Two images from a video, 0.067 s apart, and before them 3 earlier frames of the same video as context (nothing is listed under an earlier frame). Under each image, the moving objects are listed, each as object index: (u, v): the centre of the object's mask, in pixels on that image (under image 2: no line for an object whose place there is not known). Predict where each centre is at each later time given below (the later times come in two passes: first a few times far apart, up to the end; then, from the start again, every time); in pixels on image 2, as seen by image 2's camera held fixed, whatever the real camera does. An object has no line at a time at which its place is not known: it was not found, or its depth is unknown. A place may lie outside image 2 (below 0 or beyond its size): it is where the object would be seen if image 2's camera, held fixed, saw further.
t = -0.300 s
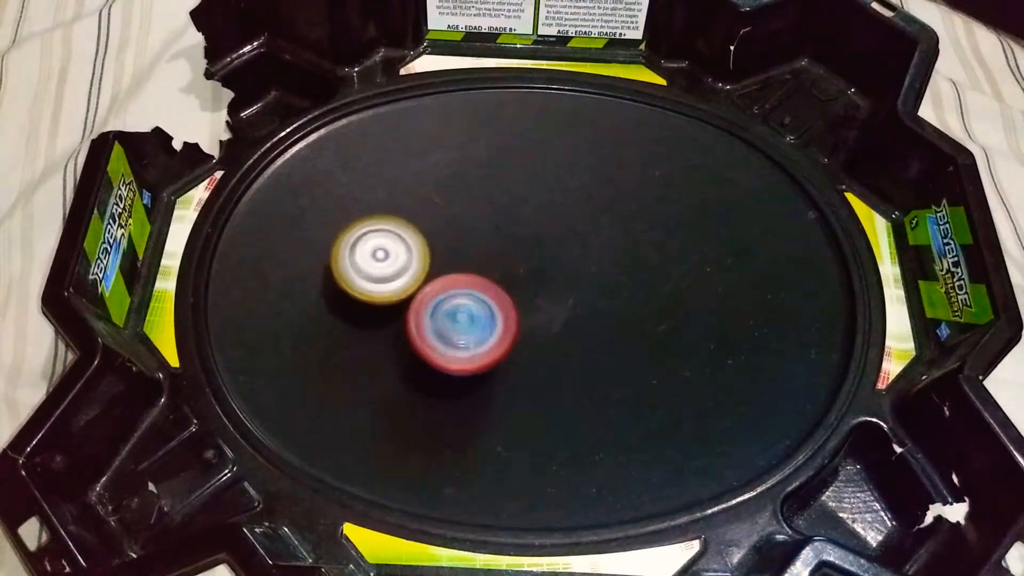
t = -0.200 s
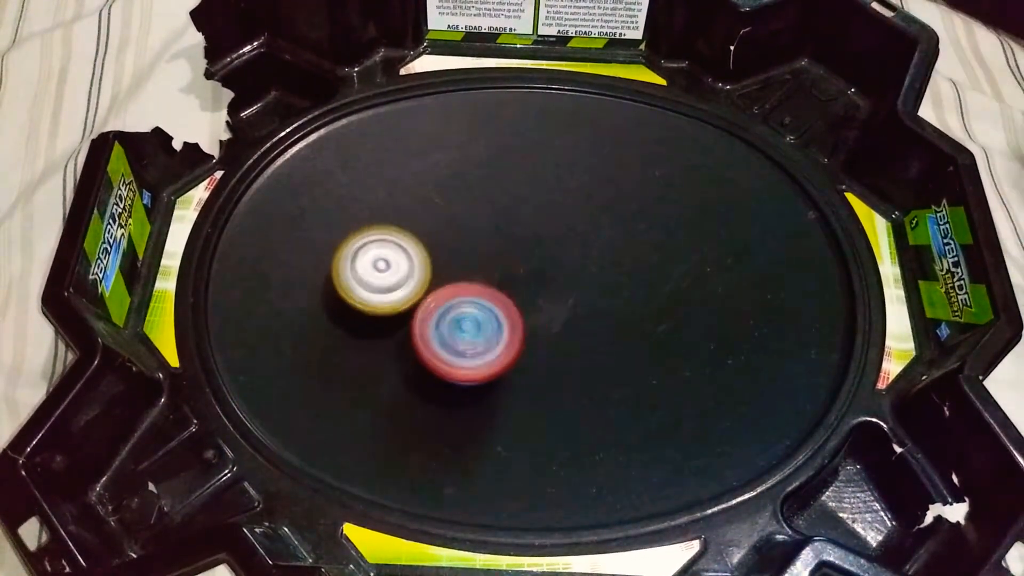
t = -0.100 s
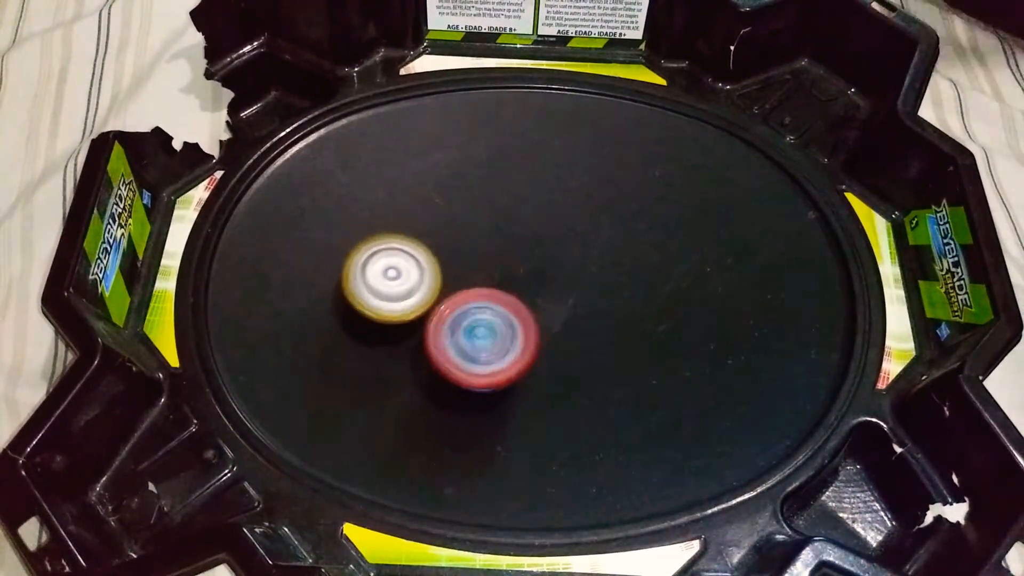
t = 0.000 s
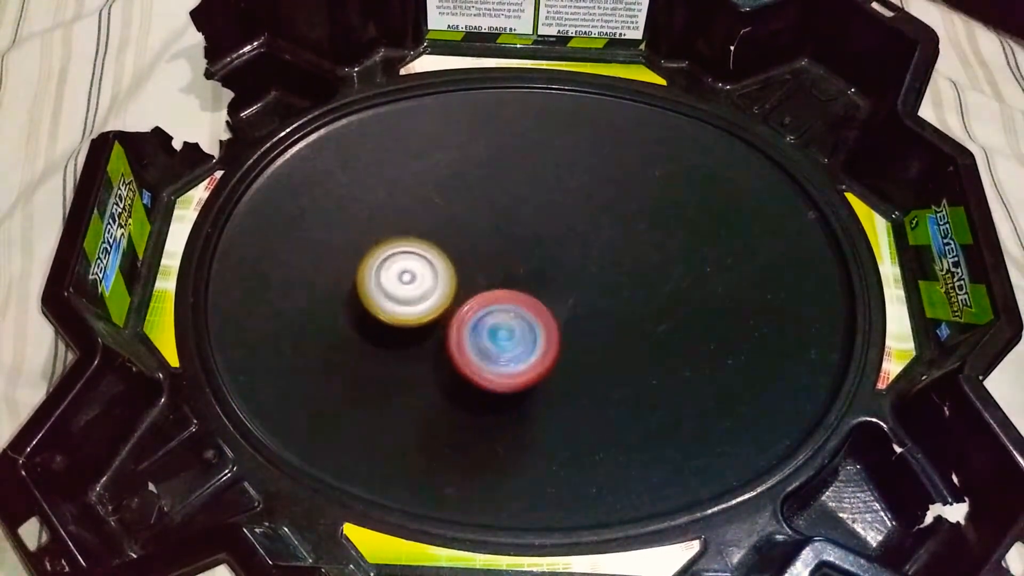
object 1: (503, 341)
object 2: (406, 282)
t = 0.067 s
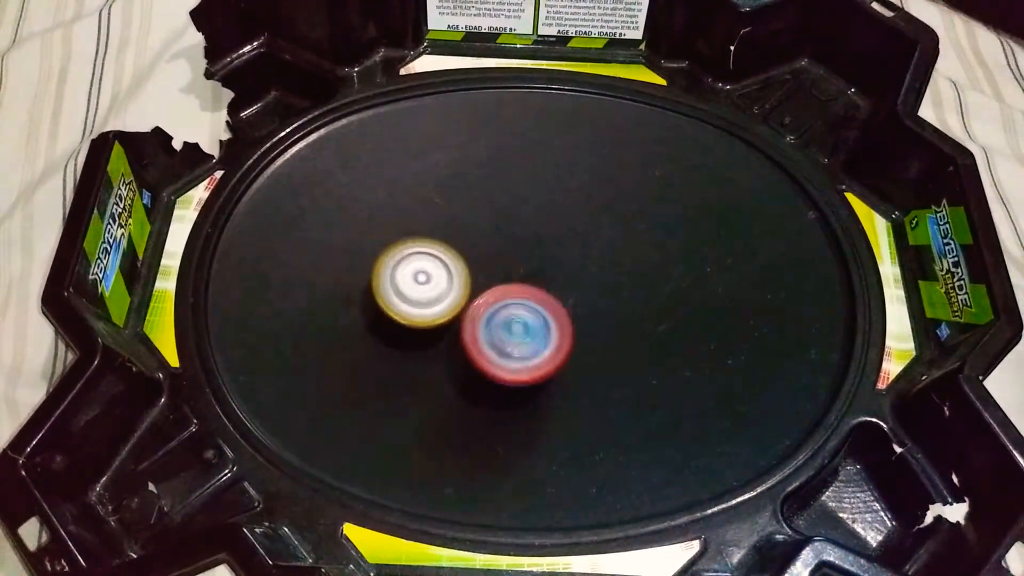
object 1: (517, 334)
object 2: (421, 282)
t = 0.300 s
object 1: (555, 317)
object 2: (458, 259)
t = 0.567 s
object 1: (560, 306)
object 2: (475, 233)
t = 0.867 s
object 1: (586, 326)
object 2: (492, 229)
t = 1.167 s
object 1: (551, 344)
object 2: (512, 246)
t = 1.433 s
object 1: (526, 357)
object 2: (525, 258)
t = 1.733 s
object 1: (456, 344)
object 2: (532, 258)
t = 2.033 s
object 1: (399, 318)
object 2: (506, 262)
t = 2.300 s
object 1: (363, 299)
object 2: (483, 265)
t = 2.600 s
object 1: (368, 284)
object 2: (499, 307)
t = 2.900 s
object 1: (417, 265)
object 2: (561, 344)
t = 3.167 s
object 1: (488, 252)
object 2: (591, 337)
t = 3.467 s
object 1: (523, 208)
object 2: (557, 333)
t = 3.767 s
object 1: (491, 232)
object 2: (486, 326)
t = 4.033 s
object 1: (496, 256)
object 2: (403, 319)
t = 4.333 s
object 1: (500, 296)
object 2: (362, 284)
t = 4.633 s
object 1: (497, 352)
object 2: (383, 261)
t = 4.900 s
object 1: (509, 346)
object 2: (447, 266)
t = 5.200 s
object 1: (507, 348)
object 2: (536, 259)
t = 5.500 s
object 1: (472, 329)
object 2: (604, 287)
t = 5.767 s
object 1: (435, 289)
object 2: (618, 321)
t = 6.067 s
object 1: (415, 263)
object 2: (561, 336)
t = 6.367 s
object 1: (417, 246)
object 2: (485, 334)
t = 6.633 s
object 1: (413, 218)
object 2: (429, 323)
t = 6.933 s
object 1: (465, 226)
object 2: (391, 316)
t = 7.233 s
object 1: (533, 266)
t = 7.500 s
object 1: (546, 338)
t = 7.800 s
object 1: (519, 391)
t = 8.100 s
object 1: (450, 358)
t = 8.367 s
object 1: (413, 305)
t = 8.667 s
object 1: (455, 261)
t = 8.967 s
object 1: (507, 243)
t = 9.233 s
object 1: (555, 253)
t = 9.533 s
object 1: (573, 286)
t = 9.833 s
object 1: (535, 317)
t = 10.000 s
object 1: (496, 333)
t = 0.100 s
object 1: (521, 331)
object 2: (428, 282)
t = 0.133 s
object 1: (527, 328)
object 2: (434, 279)
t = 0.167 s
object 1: (533, 325)
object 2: (441, 276)
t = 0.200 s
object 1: (541, 324)
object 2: (446, 272)
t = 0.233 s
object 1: (547, 323)
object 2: (450, 268)
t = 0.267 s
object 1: (551, 320)
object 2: (454, 263)
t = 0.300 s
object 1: (555, 317)
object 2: (458, 259)
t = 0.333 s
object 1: (559, 314)
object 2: (462, 255)
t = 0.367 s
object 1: (561, 311)
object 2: (465, 252)
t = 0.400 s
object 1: (562, 308)
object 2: (467, 249)
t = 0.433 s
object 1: (562, 305)
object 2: (470, 246)
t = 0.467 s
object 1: (561, 301)
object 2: (473, 245)
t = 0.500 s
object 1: (560, 299)
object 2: (475, 244)
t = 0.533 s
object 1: (558, 300)
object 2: (476, 241)
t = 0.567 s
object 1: (560, 306)
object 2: (475, 233)
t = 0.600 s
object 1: (563, 312)
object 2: (477, 228)
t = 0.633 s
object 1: (566, 317)
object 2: (480, 225)
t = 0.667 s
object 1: (571, 320)
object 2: (482, 223)
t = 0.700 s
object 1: (575, 323)
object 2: (483, 223)
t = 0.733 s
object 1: (579, 325)
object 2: (484, 223)
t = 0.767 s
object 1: (582, 326)
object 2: (485, 223)
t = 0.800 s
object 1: (584, 327)
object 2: (487, 224)
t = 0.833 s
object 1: (585, 327)
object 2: (489, 226)
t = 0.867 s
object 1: (586, 326)
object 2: (492, 229)
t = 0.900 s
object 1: (585, 325)
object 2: (495, 233)
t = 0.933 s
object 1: (582, 324)
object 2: (497, 236)
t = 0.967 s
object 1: (577, 323)
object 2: (500, 240)
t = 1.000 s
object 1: (572, 321)
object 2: (503, 245)
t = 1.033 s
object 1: (567, 323)
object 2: (506, 247)
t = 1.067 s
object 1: (561, 328)
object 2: (509, 248)
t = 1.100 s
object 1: (557, 334)
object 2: (511, 247)
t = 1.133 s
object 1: (554, 339)
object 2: (512, 246)
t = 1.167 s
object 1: (551, 344)
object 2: (512, 246)
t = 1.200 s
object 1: (548, 348)
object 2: (512, 246)
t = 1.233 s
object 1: (545, 352)
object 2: (514, 246)
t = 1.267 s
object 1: (543, 356)
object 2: (515, 249)
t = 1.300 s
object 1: (540, 358)
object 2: (516, 251)
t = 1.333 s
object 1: (537, 359)
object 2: (518, 252)
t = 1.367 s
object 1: (534, 359)
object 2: (521, 254)
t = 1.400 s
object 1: (530, 358)
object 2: (523, 255)
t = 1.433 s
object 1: (526, 357)
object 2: (525, 258)
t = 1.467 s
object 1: (520, 355)
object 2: (526, 260)
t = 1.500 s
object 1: (513, 353)
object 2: (528, 261)
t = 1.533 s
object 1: (505, 353)
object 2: (529, 260)
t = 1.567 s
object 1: (497, 352)
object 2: (531, 260)
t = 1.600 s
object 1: (489, 352)
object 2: (532, 259)
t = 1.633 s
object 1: (481, 350)
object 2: (532, 259)
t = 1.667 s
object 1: (473, 348)
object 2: (532, 259)
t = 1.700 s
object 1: (464, 346)
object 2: (532, 258)
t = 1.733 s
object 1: (456, 344)
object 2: (532, 258)
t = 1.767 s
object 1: (448, 341)
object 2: (531, 258)
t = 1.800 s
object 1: (441, 339)
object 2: (530, 259)
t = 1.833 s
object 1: (433, 336)
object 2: (528, 259)
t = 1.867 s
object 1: (427, 334)
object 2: (526, 260)
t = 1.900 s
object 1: (420, 331)
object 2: (523, 261)
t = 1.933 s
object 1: (414, 328)
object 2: (520, 261)
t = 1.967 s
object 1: (408, 325)
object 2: (516, 261)
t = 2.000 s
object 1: (404, 321)
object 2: (512, 262)
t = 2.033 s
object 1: (399, 318)
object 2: (506, 262)
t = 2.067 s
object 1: (396, 315)
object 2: (501, 262)
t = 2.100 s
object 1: (394, 312)
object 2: (495, 262)
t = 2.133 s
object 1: (392, 308)
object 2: (488, 263)
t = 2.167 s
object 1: (388, 305)
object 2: (483, 264)
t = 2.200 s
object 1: (379, 303)
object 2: (486, 264)
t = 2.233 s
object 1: (372, 301)
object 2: (486, 263)
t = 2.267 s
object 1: (367, 300)
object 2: (485, 264)
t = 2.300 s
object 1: (363, 299)
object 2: (483, 265)
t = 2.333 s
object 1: (361, 298)
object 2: (482, 266)
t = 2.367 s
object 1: (360, 297)
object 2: (480, 270)
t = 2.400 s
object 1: (361, 297)
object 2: (479, 274)
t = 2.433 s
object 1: (363, 296)
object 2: (478, 278)
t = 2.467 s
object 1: (366, 294)
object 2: (476, 283)
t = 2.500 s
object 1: (369, 294)
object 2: (476, 288)
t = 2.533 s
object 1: (368, 290)
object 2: (484, 295)
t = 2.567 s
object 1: (367, 287)
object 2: (492, 301)
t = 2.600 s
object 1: (368, 284)
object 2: (499, 307)
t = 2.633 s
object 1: (370, 282)
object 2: (507, 311)
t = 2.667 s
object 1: (373, 280)
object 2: (514, 316)
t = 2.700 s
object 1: (377, 278)
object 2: (521, 320)
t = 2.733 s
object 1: (383, 276)
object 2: (528, 325)
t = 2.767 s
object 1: (390, 273)
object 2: (534, 330)
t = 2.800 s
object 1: (396, 271)
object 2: (541, 334)
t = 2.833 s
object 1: (402, 269)
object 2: (548, 338)
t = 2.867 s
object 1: (409, 267)
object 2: (555, 342)
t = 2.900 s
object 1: (417, 265)
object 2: (561, 344)
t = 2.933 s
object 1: (425, 263)
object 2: (568, 346)
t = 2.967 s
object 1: (434, 261)
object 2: (573, 347)
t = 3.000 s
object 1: (443, 260)
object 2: (579, 347)
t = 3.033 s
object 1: (452, 258)
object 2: (583, 346)
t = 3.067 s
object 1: (461, 256)
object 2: (587, 344)
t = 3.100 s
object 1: (470, 254)
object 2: (589, 342)
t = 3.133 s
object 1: (479, 253)
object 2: (591, 340)
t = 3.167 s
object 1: (488, 252)
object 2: (591, 337)
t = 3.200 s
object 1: (497, 250)
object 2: (591, 333)
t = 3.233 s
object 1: (505, 249)
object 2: (589, 329)
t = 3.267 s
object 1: (515, 248)
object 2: (585, 326)
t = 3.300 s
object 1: (523, 242)
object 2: (582, 326)
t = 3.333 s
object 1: (526, 233)
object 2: (579, 330)
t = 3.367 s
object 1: (526, 226)
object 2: (575, 332)
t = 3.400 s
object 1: (527, 219)
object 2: (570, 332)
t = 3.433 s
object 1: (526, 213)
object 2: (563, 333)
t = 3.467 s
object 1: (523, 208)
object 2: (557, 333)
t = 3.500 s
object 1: (520, 206)
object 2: (550, 334)
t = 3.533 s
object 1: (517, 205)
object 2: (544, 334)
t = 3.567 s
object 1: (513, 205)
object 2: (537, 334)
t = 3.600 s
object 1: (508, 207)
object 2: (530, 333)
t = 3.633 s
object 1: (503, 210)
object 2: (522, 332)
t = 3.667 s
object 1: (499, 214)
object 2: (513, 330)
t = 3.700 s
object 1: (496, 219)
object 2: (504, 328)
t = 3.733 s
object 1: (493, 225)
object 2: (495, 326)
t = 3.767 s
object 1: (491, 232)
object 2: (486, 326)
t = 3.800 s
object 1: (491, 235)
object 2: (471, 331)
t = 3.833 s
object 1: (491, 236)
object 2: (458, 333)
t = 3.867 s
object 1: (492, 237)
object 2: (448, 332)
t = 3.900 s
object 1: (492, 239)
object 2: (439, 330)
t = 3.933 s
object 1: (492, 242)
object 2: (430, 327)
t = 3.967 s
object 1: (493, 246)
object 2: (420, 324)
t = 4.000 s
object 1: (495, 252)
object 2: (411, 322)
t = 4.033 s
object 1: (496, 256)
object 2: (403, 319)
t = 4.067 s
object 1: (500, 260)
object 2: (397, 316)
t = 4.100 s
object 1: (503, 263)
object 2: (391, 312)
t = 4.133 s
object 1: (505, 266)
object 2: (385, 308)
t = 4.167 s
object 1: (506, 271)
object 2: (378, 303)
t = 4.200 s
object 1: (507, 275)
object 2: (372, 299)
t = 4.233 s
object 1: (507, 280)
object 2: (368, 296)
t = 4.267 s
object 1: (505, 286)
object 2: (366, 293)
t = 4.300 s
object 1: (503, 291)
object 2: (364, 289)
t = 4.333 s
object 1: (500, 296)
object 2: (362, 284)
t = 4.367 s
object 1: (496, 301)
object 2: (360, 280)
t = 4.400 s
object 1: (495, 308)
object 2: (360, 277)
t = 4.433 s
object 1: (494, 316)
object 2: (362, 274)
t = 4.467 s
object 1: (494, 323)
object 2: (365, 271)
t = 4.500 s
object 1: (493, 331)
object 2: (367, 267)
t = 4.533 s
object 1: (494, 337)
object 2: (370, 264)
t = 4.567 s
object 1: (494, 343)
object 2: (372, 262)
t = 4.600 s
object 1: (496, 348)
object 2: (377, 262)
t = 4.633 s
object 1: (497, 352)
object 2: (383, 261)
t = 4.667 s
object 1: (498, 355)
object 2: (391, 260)
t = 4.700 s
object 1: (500, 357)
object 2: (398, 259)
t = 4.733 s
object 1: (503, 359)
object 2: (403, 259)
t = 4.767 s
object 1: (506, 359)
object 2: (410, 261)
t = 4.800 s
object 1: (509, 357)
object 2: (419, 263)
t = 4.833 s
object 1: (510, 355)
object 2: (429, 264)
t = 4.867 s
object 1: (510, 351)
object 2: (439, 265)
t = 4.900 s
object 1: (509, 346)
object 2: (447, 266)
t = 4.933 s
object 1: (509, 345)
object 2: (454, 266)
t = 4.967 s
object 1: (508, 346)
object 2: (465, 263)
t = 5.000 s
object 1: (510, 348)
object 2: (476, 261)
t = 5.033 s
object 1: (511, 349)
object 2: (486, 260)
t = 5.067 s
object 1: (511, 350)
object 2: (493, 260)
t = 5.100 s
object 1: (511, 350)
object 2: (503, 260)
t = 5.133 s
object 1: (511, 350)
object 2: (515, 260)
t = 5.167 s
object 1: (511, 349)
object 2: (527, 258)
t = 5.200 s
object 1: (507, 348)
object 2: (536, 259)
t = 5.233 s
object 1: (505, 348)
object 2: (547, 261)
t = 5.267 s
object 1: (501, 348)
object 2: (558, 264)
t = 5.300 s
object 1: (498, 347)
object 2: (569, 266)
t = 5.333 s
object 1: (494, 345)
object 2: (575, 269)
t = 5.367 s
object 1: (491, 342)
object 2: (582, 272)
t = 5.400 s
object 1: (486, 339)
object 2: (590, 276)
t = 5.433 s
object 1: (482, 337)
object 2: (596, 278)
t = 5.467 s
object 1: (478, 333)
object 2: (600, 282)
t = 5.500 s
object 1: (472, 329)
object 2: (604, 287)
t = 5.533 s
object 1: (467, 324)
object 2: (610, 291)
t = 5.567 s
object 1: (462, 319)
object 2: (614, 294)
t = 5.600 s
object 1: (457, 315)
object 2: (615, 300)
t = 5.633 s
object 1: (452, 309)
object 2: (618, 305)
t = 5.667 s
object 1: (448, 304)
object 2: (621, 309)
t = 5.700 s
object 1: (443, 298)
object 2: (621, 312)
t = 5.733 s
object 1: (439, 294)
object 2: (619, 317)
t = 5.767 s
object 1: (435, 289)
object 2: (618, 321)
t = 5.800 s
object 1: (431, 284)
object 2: (617, 324)
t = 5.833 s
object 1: (428, 280)
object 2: (611, 327)
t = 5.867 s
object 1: (424, 276)
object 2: (605, 330)
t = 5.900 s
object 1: (422, 273)
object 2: (600, 332)
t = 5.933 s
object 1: (419, 270)
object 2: (595, 334)
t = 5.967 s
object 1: (417, 267)
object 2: (585, 335)
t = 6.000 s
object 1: (415, 266)
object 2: (577, 337)
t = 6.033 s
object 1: (415, 265)
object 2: (570, 337)
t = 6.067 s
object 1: (415, 263)
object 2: (561, 336)
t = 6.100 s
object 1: (415, 263)
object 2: (549, 335)
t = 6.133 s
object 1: (416, 264)
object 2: (540, 334)
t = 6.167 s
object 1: (419, 265)
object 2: (530, 333)
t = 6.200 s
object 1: (422, 266)
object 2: (518, 329)
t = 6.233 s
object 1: (425, 266)
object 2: (507, 328)
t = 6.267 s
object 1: (425, 261)
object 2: (506, 333)
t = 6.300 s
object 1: (422, 256)
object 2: (499, 335)
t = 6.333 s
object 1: (420, 251)
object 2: (490, 335)
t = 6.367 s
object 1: (417, 246)
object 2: (485, 334)
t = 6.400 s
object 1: (415, 243)
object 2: (478, 332)
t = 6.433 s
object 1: (414, 240)
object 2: (469, 330)
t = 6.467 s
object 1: (412, 238)
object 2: (464, 328)
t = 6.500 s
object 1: (413, 237)
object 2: (457, 324)
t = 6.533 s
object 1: (412, 233)
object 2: (448, 324)
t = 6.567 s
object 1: (413, 228)
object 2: (443, 324)
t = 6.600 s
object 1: (414, 223)
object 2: (434, 323)
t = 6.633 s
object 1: (413, 218)
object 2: (429, 323)
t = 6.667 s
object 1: (416, 215)
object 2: (426, 322)
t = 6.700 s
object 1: (418, 214)
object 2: (418, 320)
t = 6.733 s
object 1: (421, 213)
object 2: (415, 320)
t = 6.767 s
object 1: (425, 215)
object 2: (411, 317)
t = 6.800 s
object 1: (430, 218)
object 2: (406, 315)
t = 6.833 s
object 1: (435, 221)
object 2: (406, 313)
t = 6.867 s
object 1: (444, 224)
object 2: (399, 312)
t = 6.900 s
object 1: (454, 225)
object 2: (393, 316)
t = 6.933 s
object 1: (465, 226)
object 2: (391, 316)
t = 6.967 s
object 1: (473, 227)
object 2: (386, 318)
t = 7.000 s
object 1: (481, 229)
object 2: (387, 318)
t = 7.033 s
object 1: (490, 233)
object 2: (382, 317)
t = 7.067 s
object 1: (498, 238)
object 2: (384, 319)
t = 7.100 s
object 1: (506, 242)
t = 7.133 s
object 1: (513, 248)
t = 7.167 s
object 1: (520, 254)
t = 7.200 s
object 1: (527, 259)
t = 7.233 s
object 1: (533, 266)
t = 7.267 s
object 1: (538, 274)
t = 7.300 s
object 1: (541, 282)
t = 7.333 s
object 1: (543, 292)
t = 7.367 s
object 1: (543, 301)
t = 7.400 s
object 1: (544, 310)
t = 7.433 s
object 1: (544, 318)
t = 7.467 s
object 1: (544, 327)
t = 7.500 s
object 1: (546, 338)
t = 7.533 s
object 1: (546, 348)
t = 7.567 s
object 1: (545, 354)
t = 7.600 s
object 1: (545, 361)
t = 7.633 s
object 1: (543, 369)
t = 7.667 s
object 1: (541, 375)
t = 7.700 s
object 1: (537, 380)
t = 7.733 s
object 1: (531, 386)
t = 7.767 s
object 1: (526, 389)
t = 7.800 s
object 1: (519, 391)
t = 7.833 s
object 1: (512, 391)
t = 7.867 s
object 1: (505, 389)
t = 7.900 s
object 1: (498, 386)
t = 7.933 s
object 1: (490, 381)
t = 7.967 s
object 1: (484, 376)
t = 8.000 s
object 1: (479, 371)
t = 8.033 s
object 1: (474, 363)
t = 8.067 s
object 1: (462, 360)
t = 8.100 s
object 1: (450, 358)
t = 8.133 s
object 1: (438, 352)
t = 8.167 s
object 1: (430, 347)
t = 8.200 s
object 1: (424, 340)
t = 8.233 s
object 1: (418, 334)
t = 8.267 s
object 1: (416, 326)
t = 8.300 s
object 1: (413, 319)
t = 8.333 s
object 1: (412, 312)
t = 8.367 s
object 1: (413, 305)
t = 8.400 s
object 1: (413, 298)
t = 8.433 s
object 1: (416, 291)
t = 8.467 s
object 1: (419, 283)
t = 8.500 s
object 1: (424, 278)
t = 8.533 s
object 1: (429, 272)
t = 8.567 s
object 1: (434, 269)
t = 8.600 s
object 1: (441, 265)
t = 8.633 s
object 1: (447, 262)
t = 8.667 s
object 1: (455, 261)
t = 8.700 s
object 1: (463, 259)
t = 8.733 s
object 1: (471, 260)
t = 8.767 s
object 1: (478, 260)
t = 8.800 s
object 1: (484, 251)
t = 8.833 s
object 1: (487, 248)
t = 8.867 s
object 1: (491, 245)
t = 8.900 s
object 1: (497, 243)
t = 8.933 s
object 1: (501, 243)
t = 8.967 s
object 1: (507, 243)
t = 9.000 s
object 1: (513, 244)
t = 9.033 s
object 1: (519, 245)
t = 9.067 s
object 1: (524, 247)
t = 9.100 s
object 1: (530, 250)
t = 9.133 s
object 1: (539, 251)
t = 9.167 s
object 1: (543, 252)
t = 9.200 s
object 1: (549, 251)
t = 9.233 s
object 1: (555, 253)
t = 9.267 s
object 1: (560, 255)
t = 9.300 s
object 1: (563, 256)
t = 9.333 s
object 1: (567, 259)
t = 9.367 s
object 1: (568, 262)
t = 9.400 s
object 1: (570, 266)
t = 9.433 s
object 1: (573, 270)
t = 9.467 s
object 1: (574, 276)
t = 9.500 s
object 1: (573, 281)
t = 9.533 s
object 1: (573, 286)
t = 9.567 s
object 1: (572, 291)
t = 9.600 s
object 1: (569, 296)
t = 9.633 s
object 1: (567, 299)
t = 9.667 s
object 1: (564, 304)
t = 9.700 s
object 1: (559, 308)
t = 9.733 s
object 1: (553, 311)
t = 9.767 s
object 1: (549, 313)
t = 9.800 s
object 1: (542, 317)
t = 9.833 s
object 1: (535, 317)
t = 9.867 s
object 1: (528, 319)
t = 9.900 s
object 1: (522, 318)
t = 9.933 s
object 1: (514, 321)
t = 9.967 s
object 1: (505, 326)
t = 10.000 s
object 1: (496, 333)
